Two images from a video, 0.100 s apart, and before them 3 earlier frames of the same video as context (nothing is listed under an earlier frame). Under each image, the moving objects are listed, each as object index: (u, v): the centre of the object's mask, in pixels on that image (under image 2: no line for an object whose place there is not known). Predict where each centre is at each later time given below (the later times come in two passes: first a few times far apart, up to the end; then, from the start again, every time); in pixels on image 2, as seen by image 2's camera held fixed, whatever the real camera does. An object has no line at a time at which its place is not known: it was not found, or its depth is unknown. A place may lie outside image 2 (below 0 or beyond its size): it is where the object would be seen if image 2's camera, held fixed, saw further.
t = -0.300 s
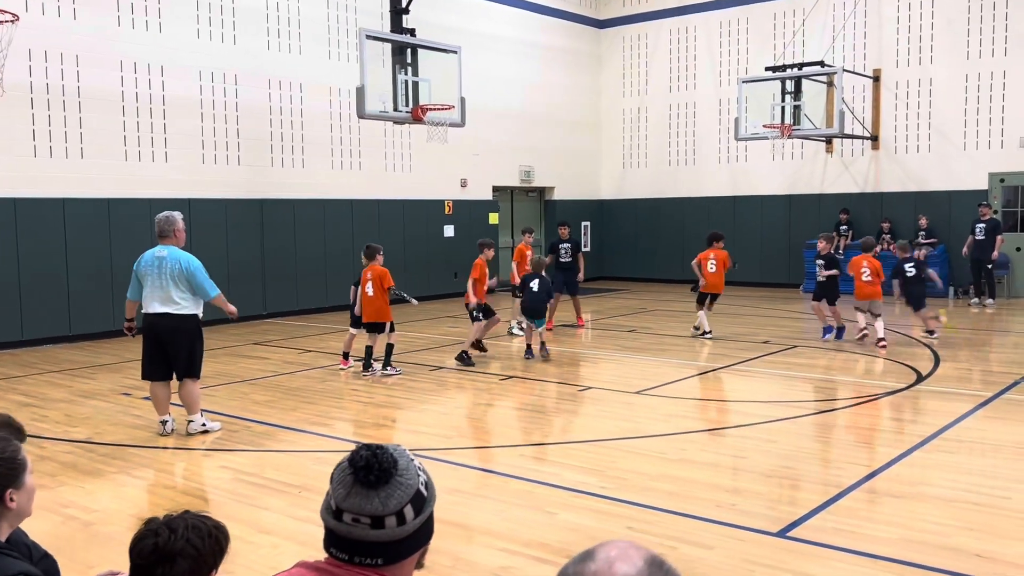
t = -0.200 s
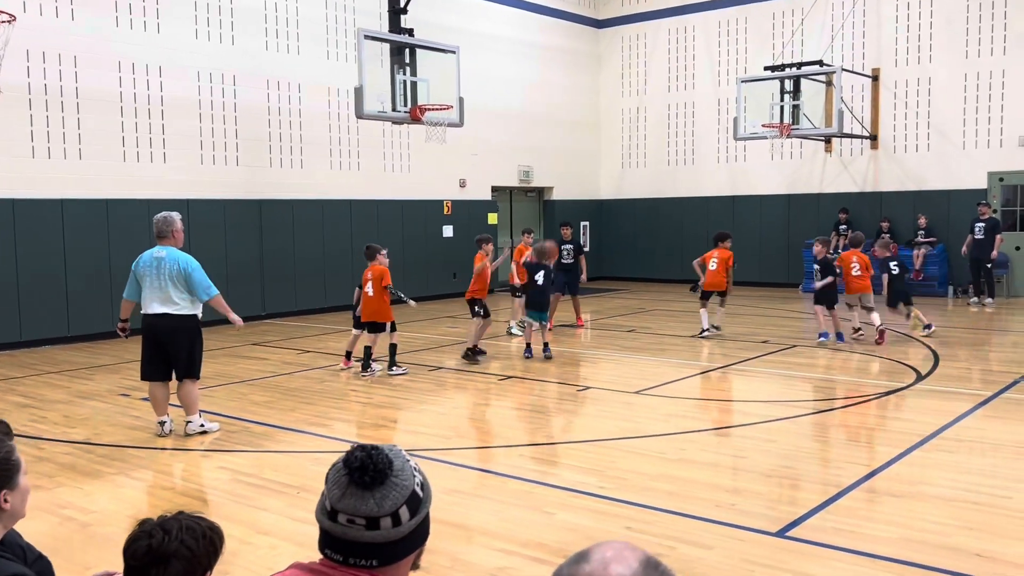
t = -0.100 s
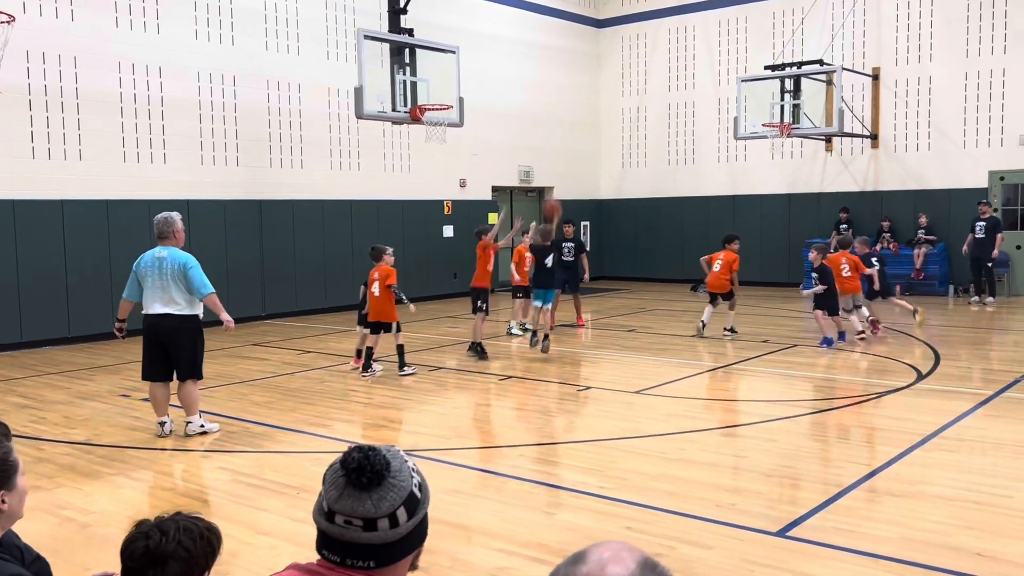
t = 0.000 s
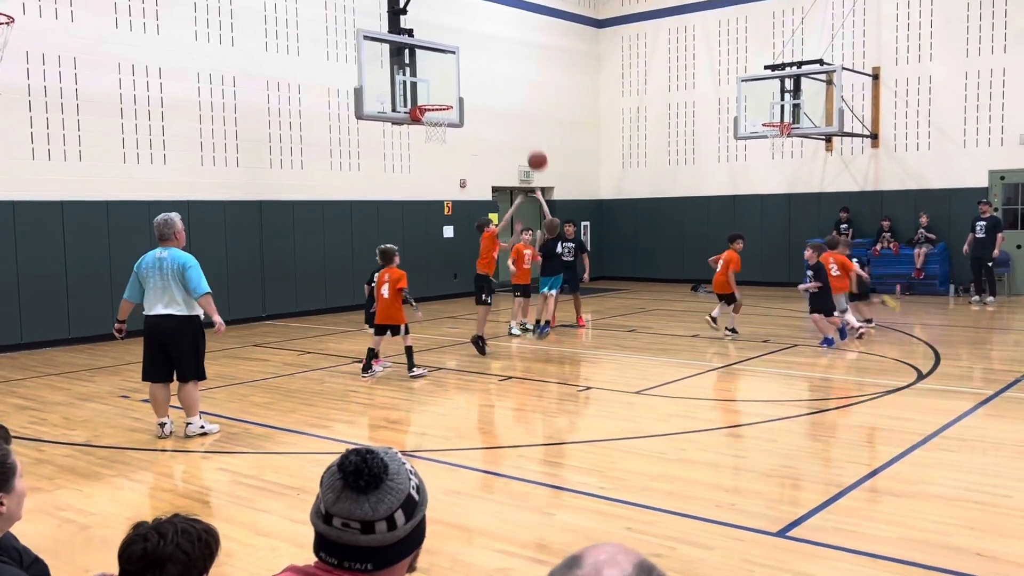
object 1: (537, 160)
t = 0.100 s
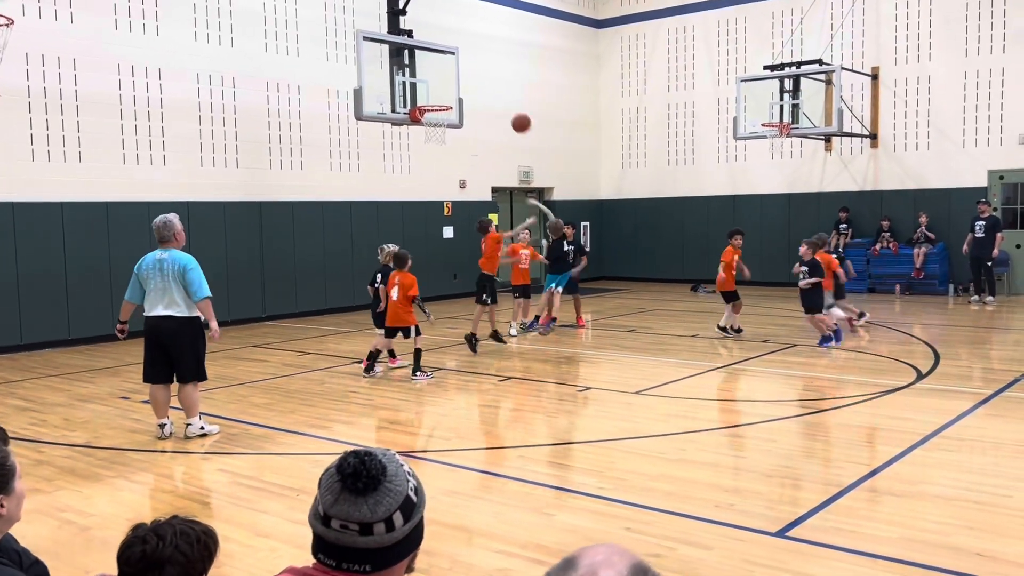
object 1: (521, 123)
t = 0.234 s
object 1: (500, 87)
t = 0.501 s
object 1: (463, 61)
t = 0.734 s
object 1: (433, 88)
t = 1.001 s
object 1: (404, 165)
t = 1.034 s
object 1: (401, 179)
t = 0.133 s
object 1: (516, 112)
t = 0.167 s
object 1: (510, 103)
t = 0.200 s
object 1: (505, 94)
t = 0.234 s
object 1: (500, 87)
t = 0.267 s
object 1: (495, 80)
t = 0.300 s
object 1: (491, 75)
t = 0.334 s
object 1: (486, 70)
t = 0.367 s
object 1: (481, 66)
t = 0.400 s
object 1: (476, 64)
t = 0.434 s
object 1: (472, 62)
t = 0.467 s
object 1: (467, 61)
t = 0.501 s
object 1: (463, 61)
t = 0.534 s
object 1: (458, 62)
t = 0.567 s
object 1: (454, 65)
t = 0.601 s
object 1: (450, 67)
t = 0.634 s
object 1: (446, 71)
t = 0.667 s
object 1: (441, 76)
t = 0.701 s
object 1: (437, 81)
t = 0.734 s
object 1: (433, 88)
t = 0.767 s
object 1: (429, 95)
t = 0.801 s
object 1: (426, 102)
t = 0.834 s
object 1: (422, 112)
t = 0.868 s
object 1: (418, 120)
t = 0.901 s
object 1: (414, 130)
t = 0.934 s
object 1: (411, 142)
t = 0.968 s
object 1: (408, 154)
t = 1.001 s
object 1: (404, 165)
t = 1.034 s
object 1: (401, 179)
